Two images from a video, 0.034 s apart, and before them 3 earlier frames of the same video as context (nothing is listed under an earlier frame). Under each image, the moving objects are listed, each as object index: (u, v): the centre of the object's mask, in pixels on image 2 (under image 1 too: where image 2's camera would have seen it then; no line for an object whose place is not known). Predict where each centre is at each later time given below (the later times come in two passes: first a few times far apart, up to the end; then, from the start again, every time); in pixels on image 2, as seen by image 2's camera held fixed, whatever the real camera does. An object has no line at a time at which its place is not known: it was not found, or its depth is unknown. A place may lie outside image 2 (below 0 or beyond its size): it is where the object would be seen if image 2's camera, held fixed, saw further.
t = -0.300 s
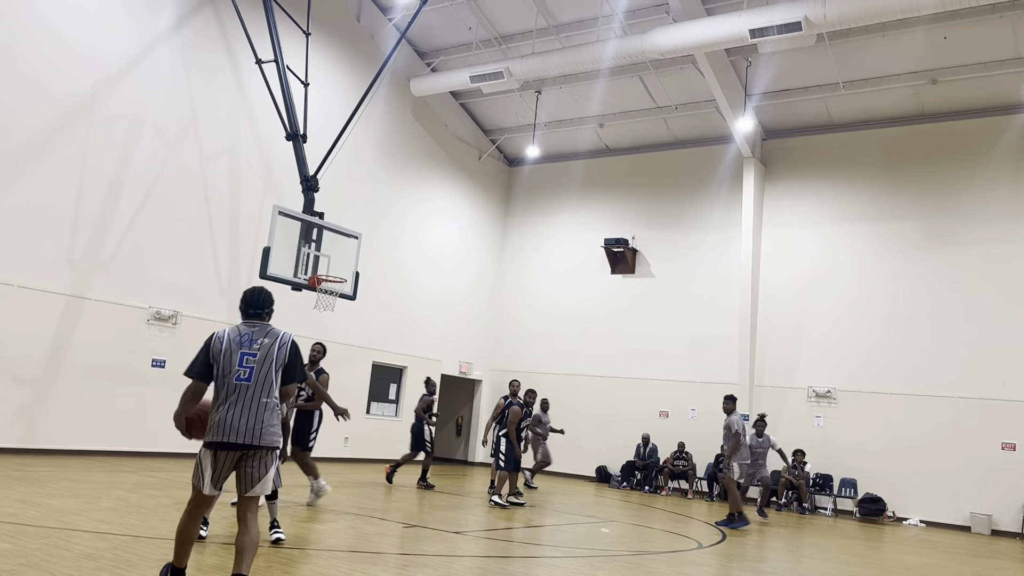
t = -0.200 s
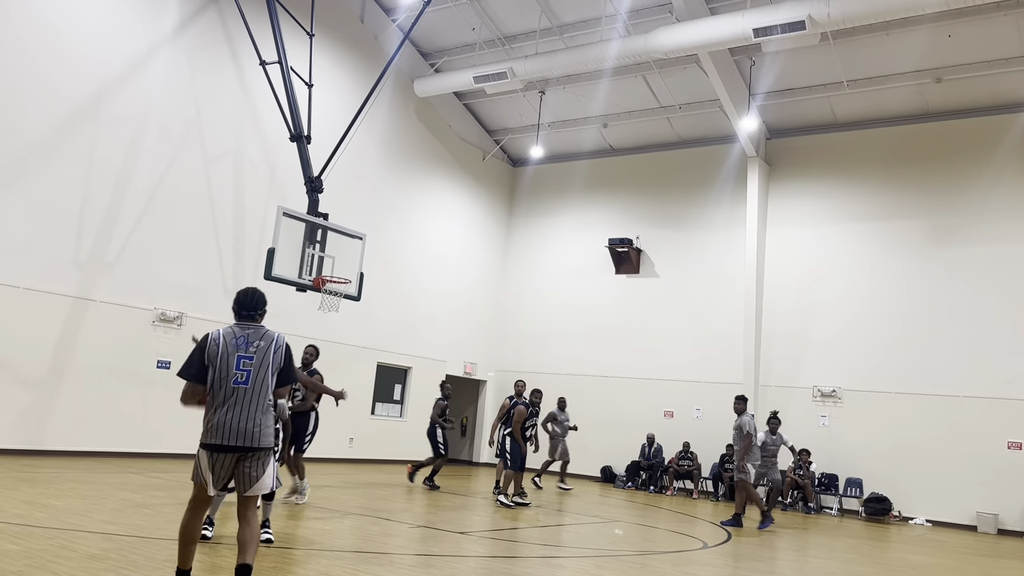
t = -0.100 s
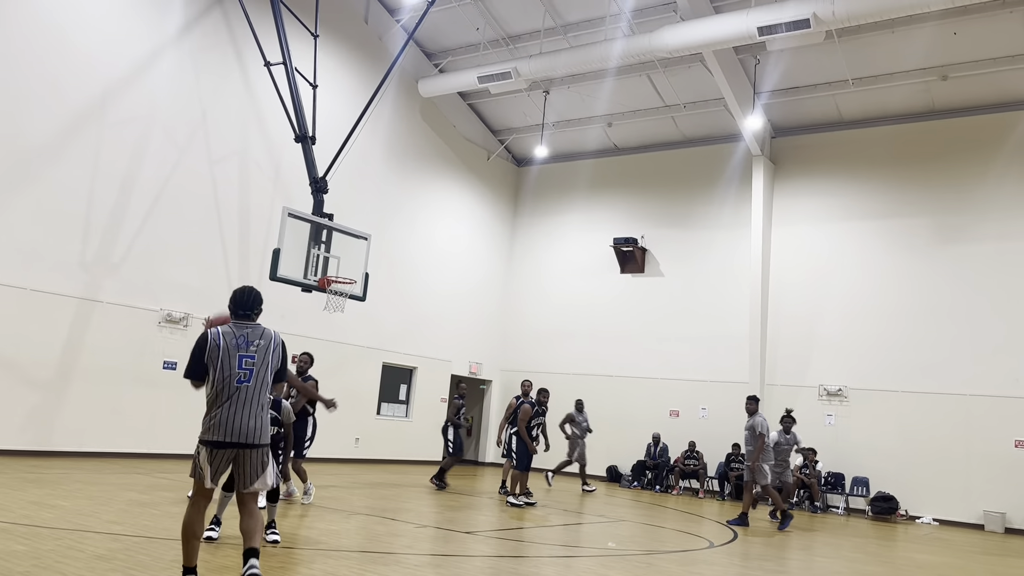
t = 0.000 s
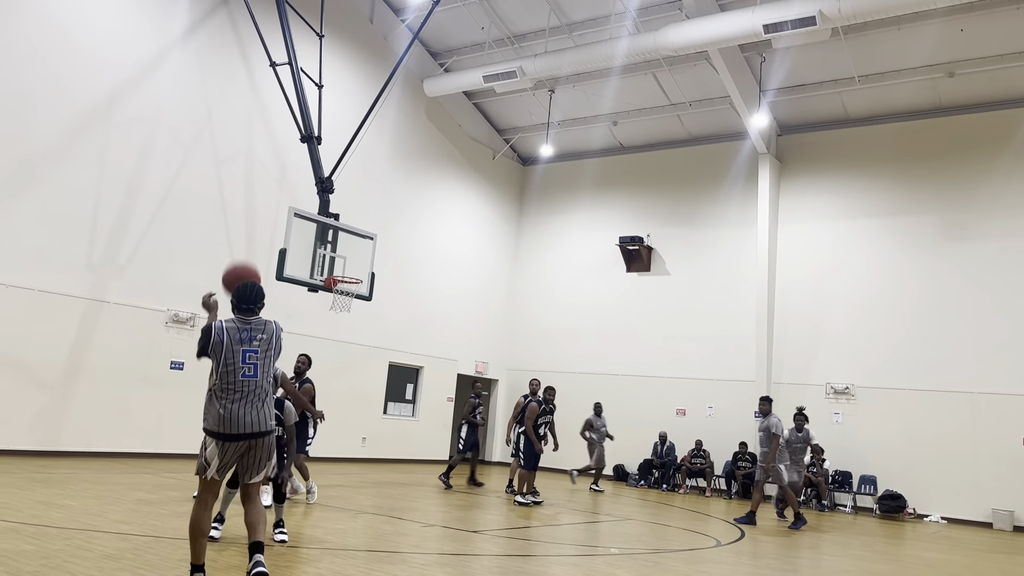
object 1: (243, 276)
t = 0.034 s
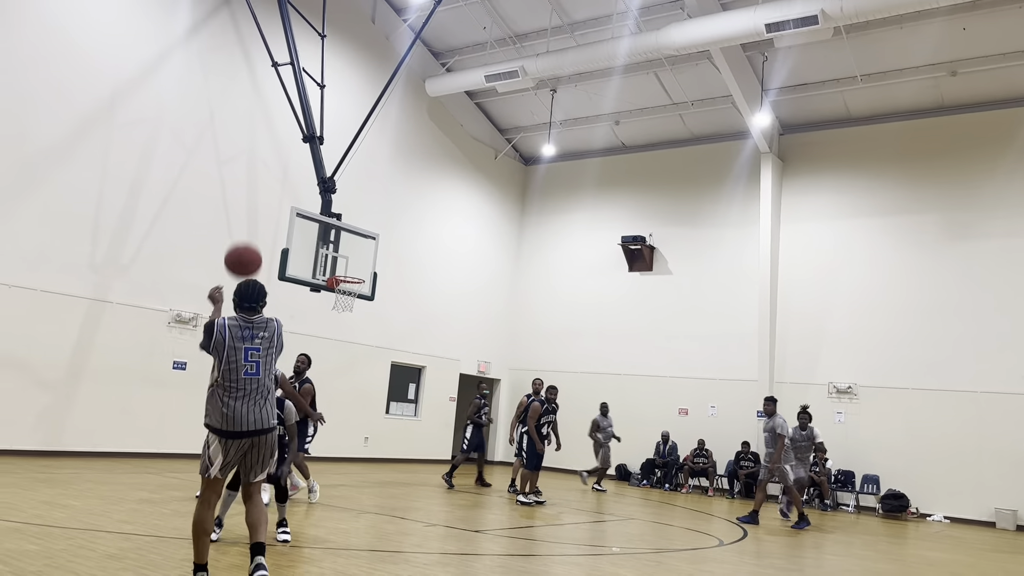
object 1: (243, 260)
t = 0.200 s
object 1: (237, 198)
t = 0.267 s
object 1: (234, 187)
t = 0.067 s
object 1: (241, 244)
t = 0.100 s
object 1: (240, 229)
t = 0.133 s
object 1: (239, 217)
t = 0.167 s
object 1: (238, 207)
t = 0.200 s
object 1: (237, 198)
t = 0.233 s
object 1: (235, 192)
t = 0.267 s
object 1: (234, 187)
